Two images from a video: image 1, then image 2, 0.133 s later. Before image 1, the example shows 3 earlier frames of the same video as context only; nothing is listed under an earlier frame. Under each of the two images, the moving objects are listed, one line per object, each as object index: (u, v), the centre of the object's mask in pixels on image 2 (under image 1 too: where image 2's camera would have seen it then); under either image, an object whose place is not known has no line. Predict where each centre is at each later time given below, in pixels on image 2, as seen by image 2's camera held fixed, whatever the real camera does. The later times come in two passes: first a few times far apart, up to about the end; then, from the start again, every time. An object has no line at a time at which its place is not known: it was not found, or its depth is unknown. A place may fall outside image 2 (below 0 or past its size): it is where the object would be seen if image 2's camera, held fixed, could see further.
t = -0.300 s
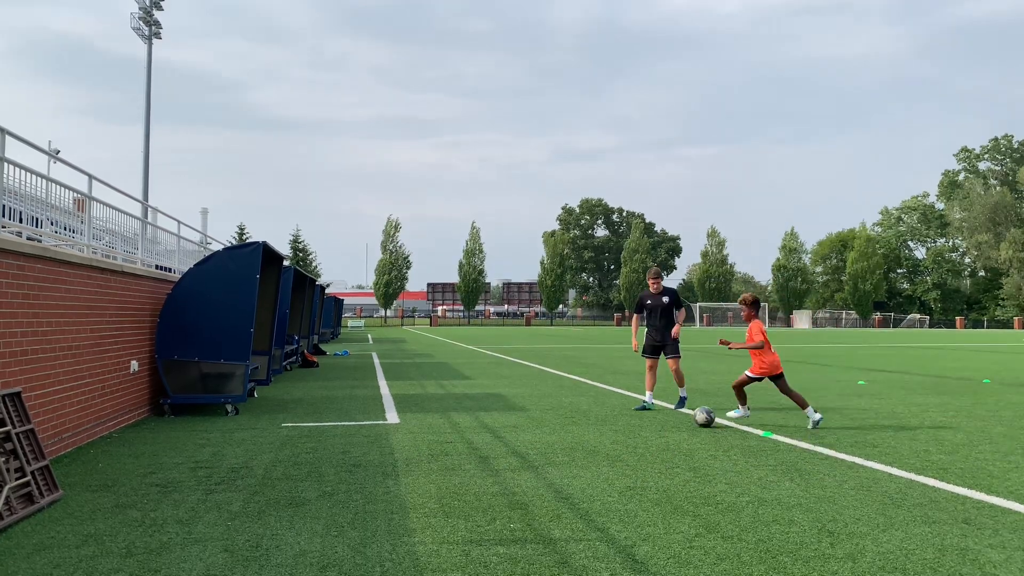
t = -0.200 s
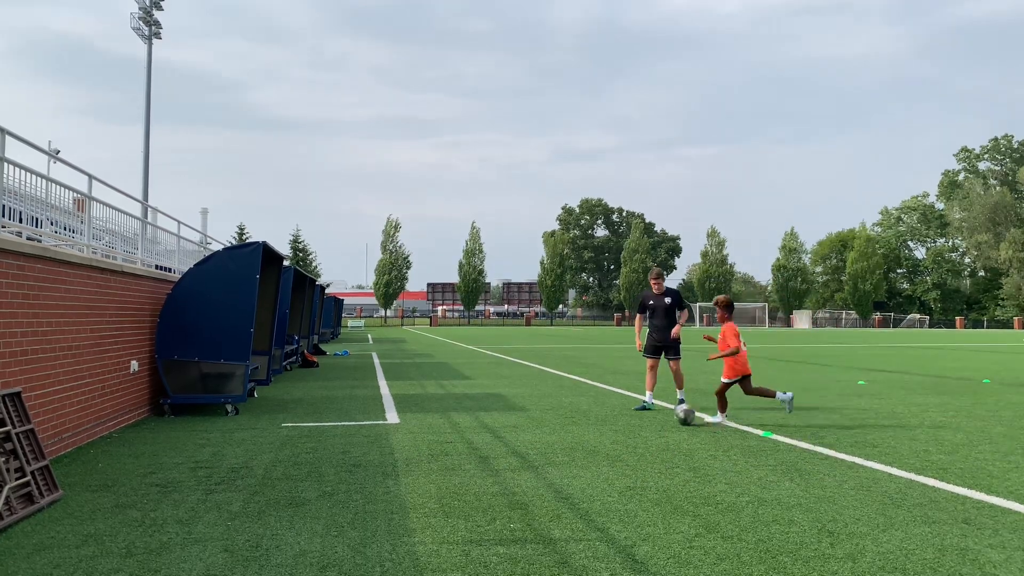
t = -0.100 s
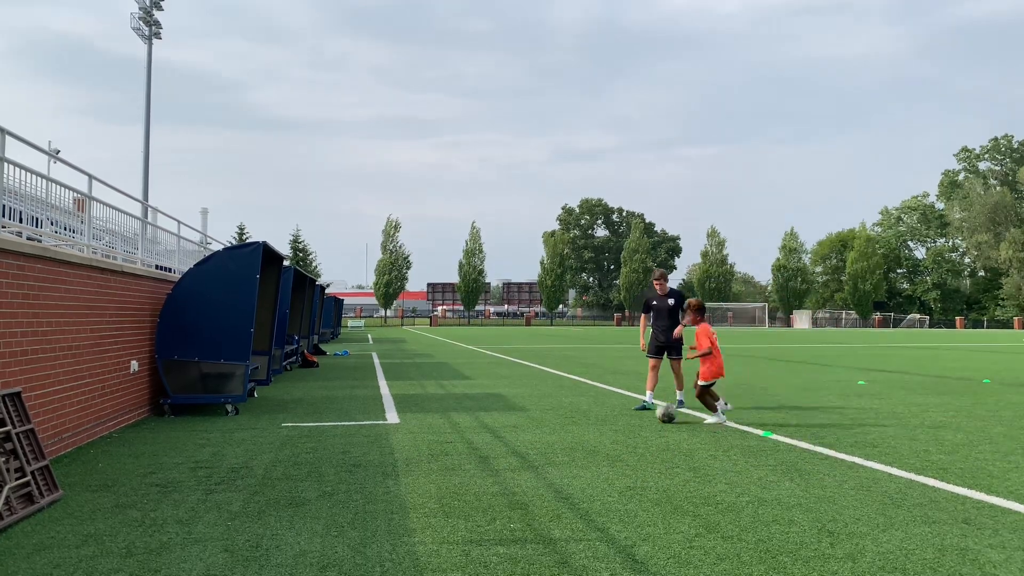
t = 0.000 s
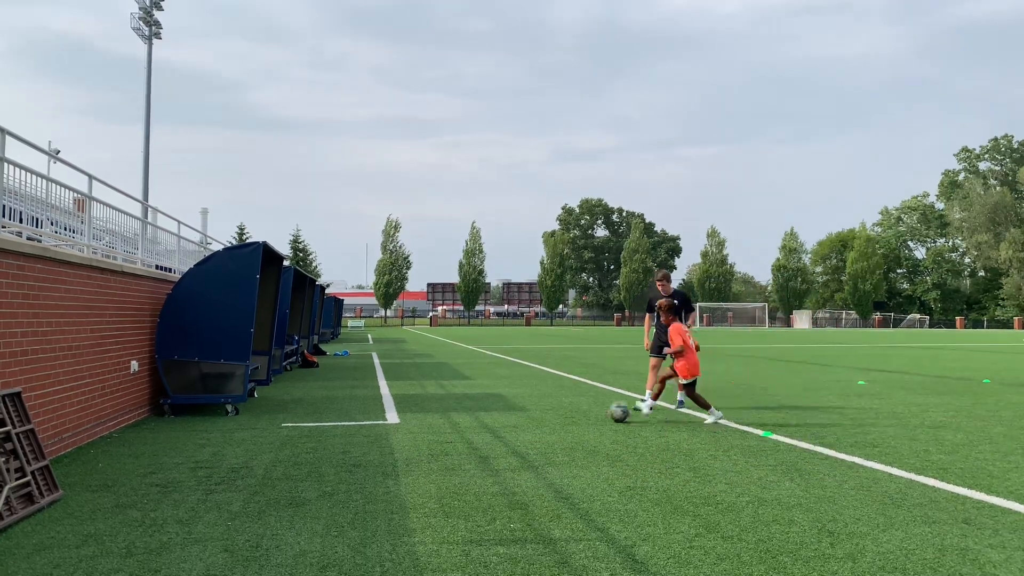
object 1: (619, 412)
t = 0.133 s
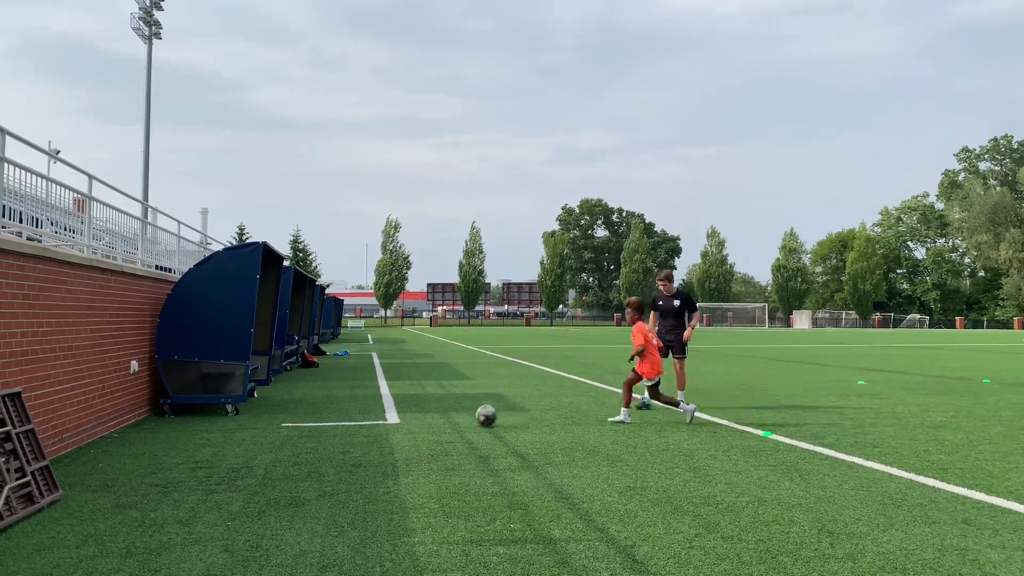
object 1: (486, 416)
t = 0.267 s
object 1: (356, 420)
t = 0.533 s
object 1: (105, 429)
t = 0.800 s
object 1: (282, 401)
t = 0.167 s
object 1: (453, 417)
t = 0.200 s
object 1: (421, 417)
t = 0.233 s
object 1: (388, 418)
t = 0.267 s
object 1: (356, 420)
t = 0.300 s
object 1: (323, 421)
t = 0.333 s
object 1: (291, 422)
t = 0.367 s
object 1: (260, 423)
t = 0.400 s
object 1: (226, 426)
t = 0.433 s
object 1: (195, 427)
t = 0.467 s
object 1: (165, 428)
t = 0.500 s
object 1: (134, 428)
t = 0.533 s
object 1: (105, 429)
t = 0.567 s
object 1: (127, 421)
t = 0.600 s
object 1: (150, 415)
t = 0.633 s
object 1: (172, 410)
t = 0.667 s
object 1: (195, 405)
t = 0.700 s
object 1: (218, 403)
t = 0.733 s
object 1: (238, 401)
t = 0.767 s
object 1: (261, 400)
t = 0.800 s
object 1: (282, 401)
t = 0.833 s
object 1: (304, 402)
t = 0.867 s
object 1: (326, 405)
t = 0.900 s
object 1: (347, 409)
